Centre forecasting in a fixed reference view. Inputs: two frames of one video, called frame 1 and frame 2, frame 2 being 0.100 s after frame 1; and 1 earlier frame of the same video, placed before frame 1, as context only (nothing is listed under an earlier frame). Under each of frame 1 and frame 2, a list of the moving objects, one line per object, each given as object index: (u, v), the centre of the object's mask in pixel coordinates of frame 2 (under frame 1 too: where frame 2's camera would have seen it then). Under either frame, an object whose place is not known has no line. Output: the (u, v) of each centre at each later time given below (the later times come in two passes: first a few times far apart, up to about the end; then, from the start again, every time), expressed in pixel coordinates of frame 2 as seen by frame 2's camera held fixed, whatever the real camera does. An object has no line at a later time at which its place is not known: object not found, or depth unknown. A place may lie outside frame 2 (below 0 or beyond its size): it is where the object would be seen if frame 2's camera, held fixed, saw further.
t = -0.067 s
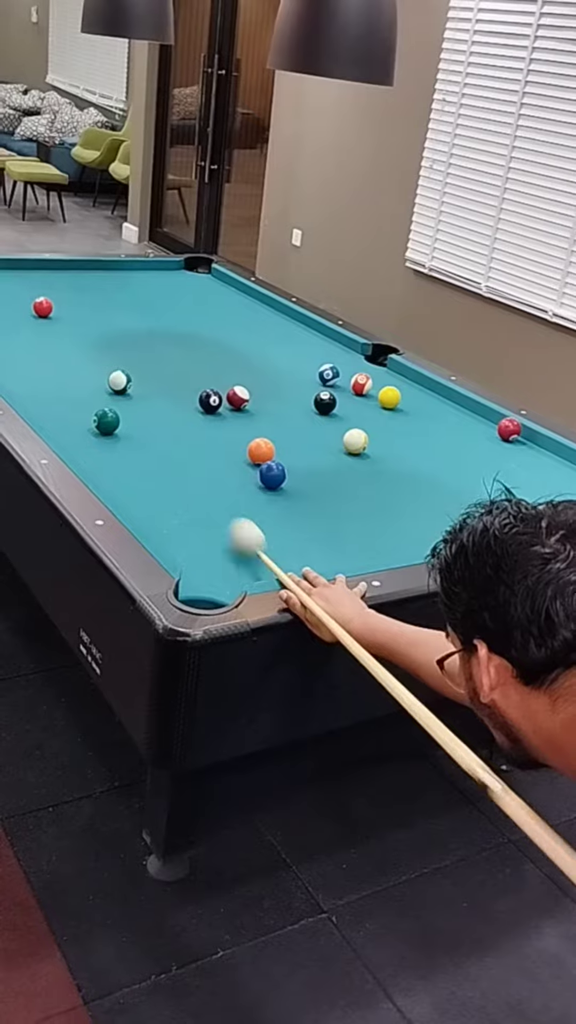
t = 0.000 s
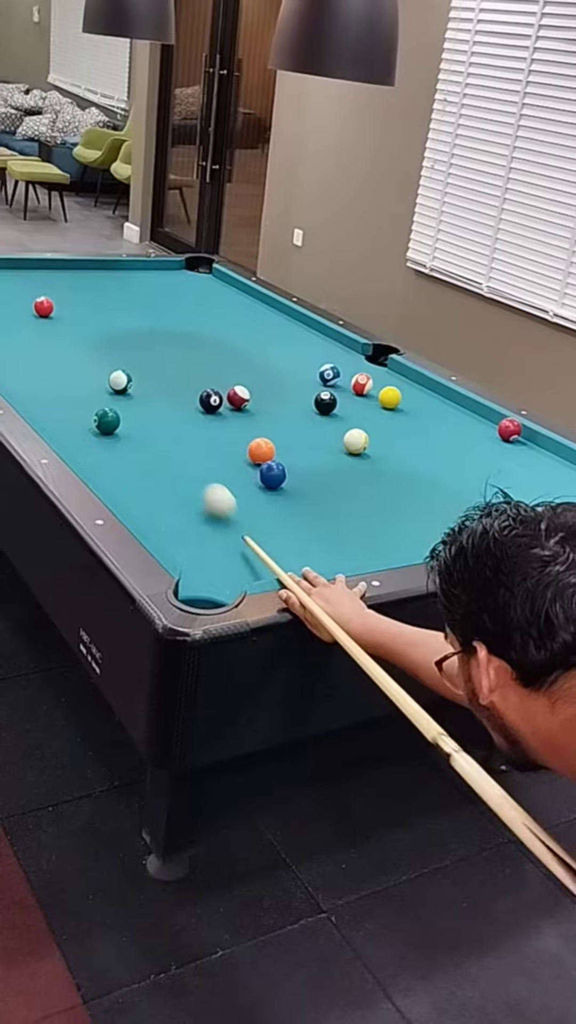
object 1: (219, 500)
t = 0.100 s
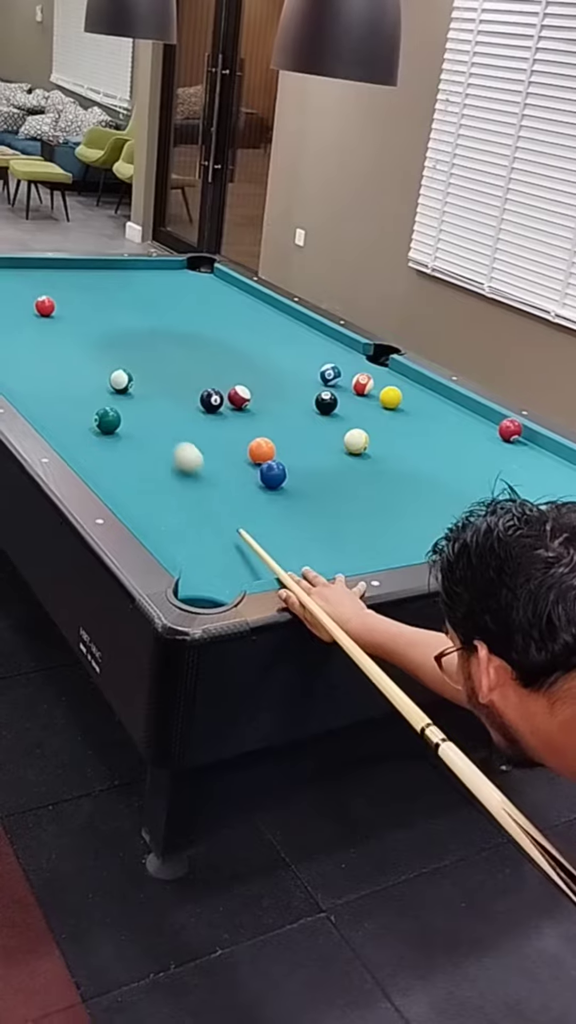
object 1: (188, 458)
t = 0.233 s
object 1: (157, 415)
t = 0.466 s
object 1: (159, 378)
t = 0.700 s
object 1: (183, 358)
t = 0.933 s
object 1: (203, 340)
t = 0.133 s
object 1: (179, 446)
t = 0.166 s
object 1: (172, 435)
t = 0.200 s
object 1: (164, 425)
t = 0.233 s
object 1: (157, 415)
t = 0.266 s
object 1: (150, 406)
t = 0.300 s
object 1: (143, 397)
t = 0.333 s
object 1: (137, 389)
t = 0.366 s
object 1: (143, 385)
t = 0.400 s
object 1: (149, 384)
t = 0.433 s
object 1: (155, 381)
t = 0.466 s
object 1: (159, 378)
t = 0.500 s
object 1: (163, 375)
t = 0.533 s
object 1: (167, 372)
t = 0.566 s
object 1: (170, 369)
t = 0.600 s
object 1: (174, 366)
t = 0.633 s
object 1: (177, 363)
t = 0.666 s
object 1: (180, 360)
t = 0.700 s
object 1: (183, 358)
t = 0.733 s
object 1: (187, 355)
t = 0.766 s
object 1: (189, 352)
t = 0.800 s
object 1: (192, 350)
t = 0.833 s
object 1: (195, 347)
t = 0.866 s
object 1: (198, 345)
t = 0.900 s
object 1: (200, 342)
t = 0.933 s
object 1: (203, 340)
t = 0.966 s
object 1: (205, 337)
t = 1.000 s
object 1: (208, 335)
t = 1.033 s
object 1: (211, 333)
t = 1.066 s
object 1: (213, 331)
